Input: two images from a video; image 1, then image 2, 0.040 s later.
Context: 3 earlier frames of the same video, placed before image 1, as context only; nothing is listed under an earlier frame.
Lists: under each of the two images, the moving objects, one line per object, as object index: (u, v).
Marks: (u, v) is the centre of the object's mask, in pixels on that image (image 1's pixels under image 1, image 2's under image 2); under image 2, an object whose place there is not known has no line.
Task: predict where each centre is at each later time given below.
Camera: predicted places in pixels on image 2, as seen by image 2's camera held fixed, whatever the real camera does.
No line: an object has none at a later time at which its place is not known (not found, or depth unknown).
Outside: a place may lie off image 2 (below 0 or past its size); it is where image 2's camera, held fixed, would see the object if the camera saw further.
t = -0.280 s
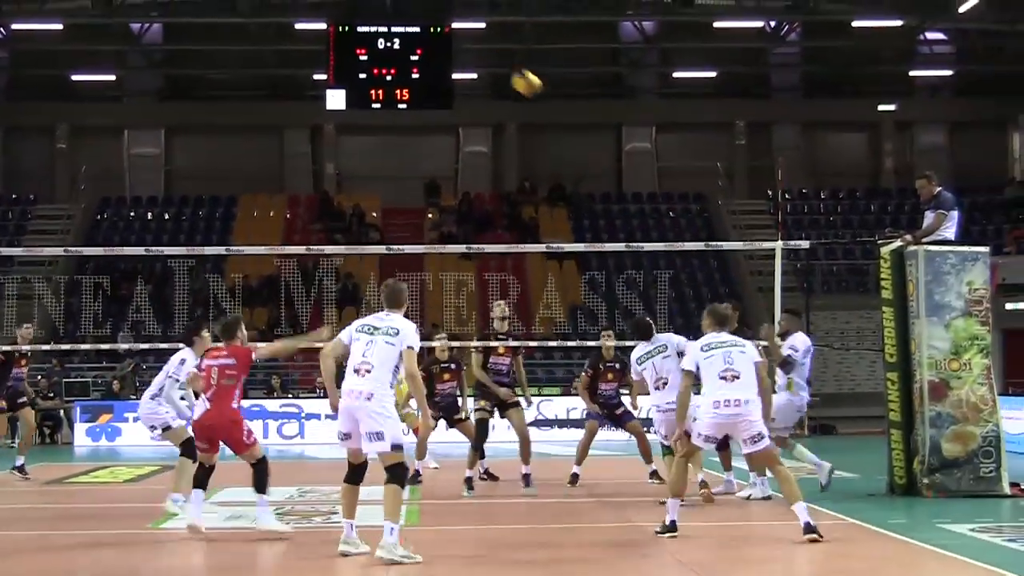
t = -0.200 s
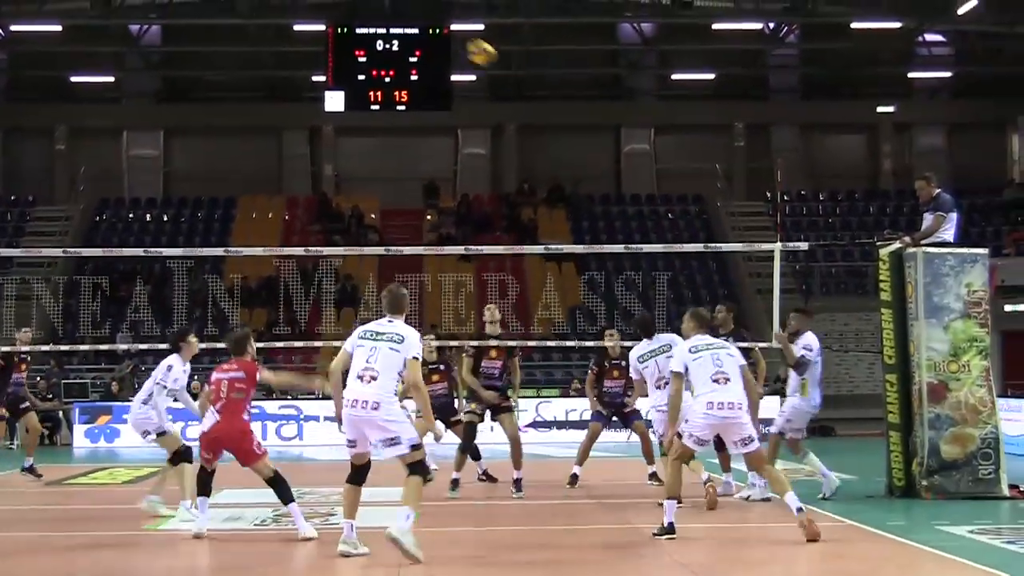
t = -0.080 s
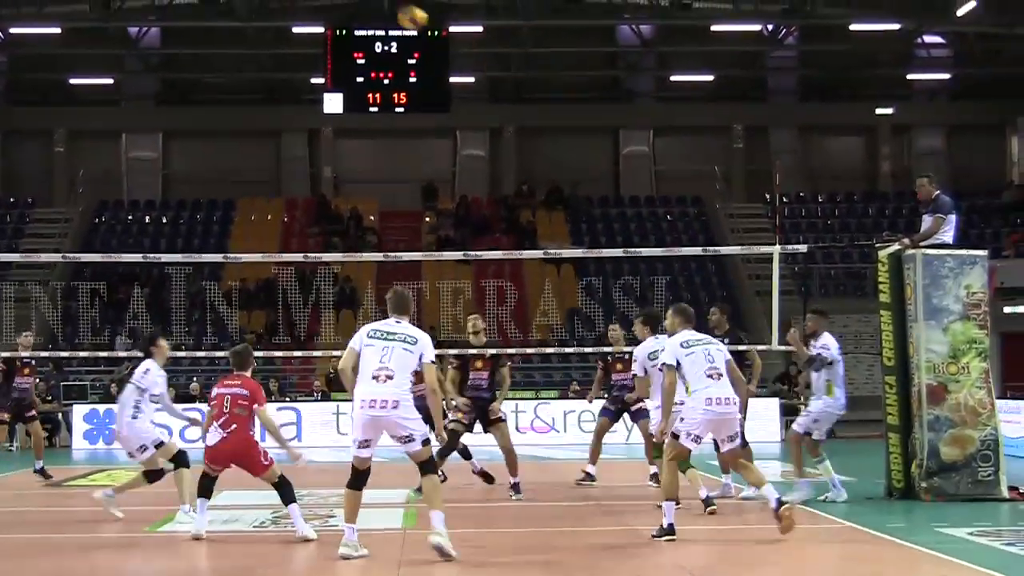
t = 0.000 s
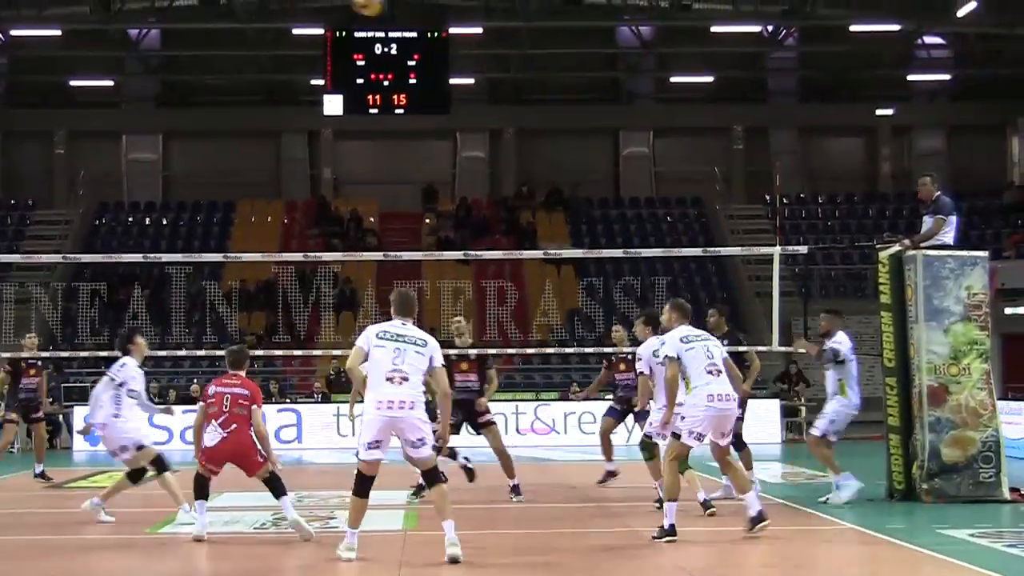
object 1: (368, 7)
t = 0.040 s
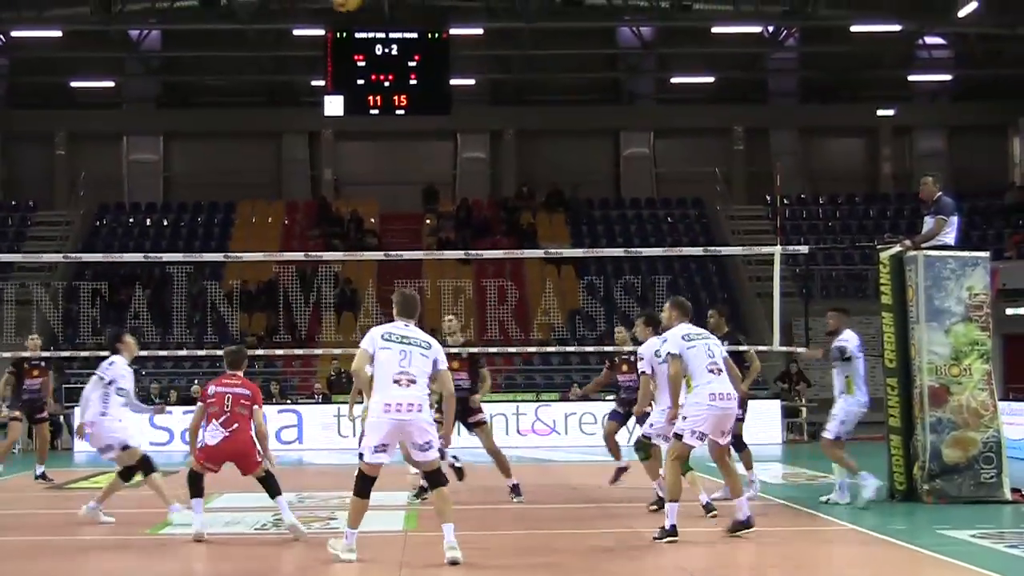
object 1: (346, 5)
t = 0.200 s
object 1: (255, 2)
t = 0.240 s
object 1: (235, 2)
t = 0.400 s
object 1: (143, 35)
